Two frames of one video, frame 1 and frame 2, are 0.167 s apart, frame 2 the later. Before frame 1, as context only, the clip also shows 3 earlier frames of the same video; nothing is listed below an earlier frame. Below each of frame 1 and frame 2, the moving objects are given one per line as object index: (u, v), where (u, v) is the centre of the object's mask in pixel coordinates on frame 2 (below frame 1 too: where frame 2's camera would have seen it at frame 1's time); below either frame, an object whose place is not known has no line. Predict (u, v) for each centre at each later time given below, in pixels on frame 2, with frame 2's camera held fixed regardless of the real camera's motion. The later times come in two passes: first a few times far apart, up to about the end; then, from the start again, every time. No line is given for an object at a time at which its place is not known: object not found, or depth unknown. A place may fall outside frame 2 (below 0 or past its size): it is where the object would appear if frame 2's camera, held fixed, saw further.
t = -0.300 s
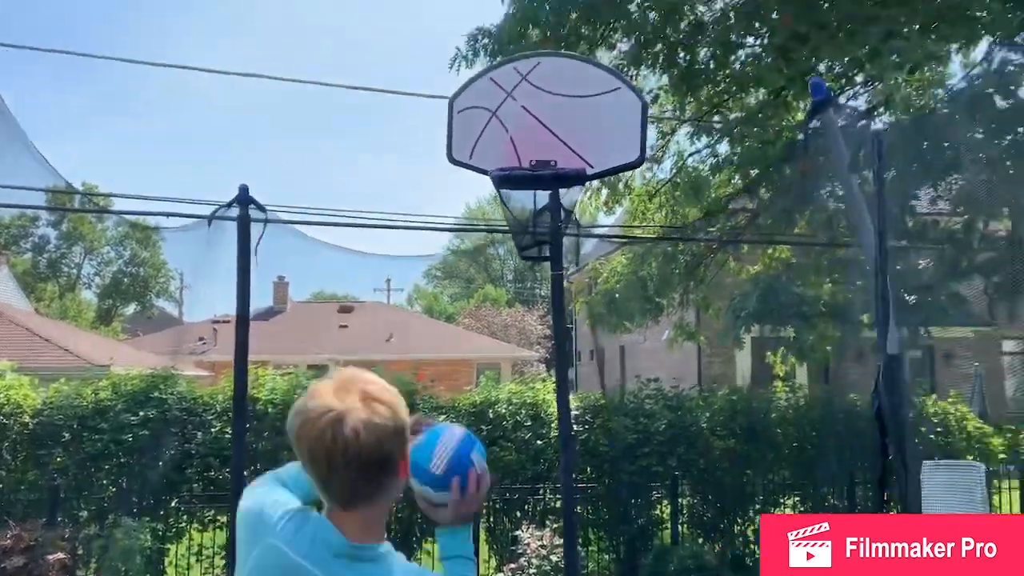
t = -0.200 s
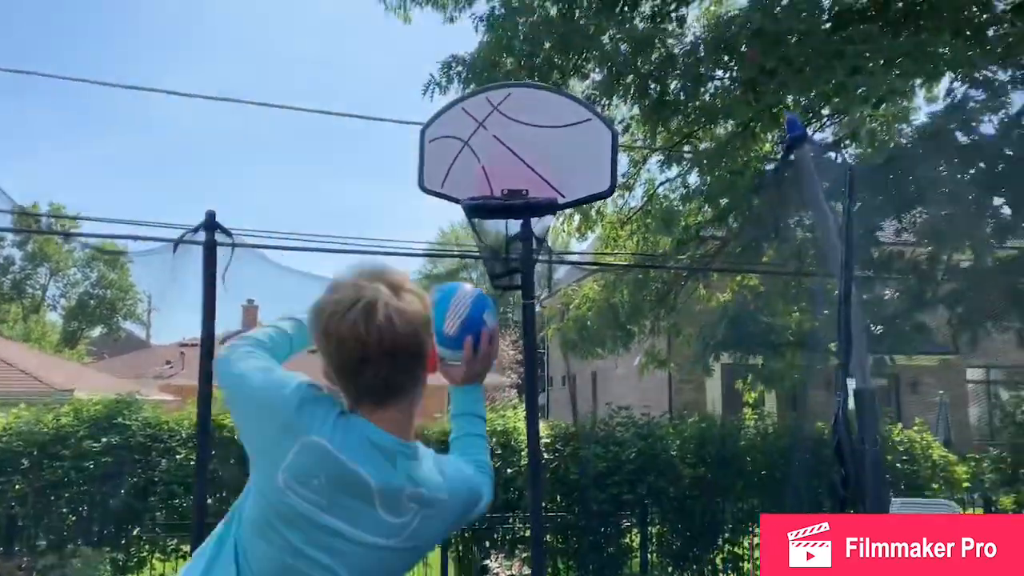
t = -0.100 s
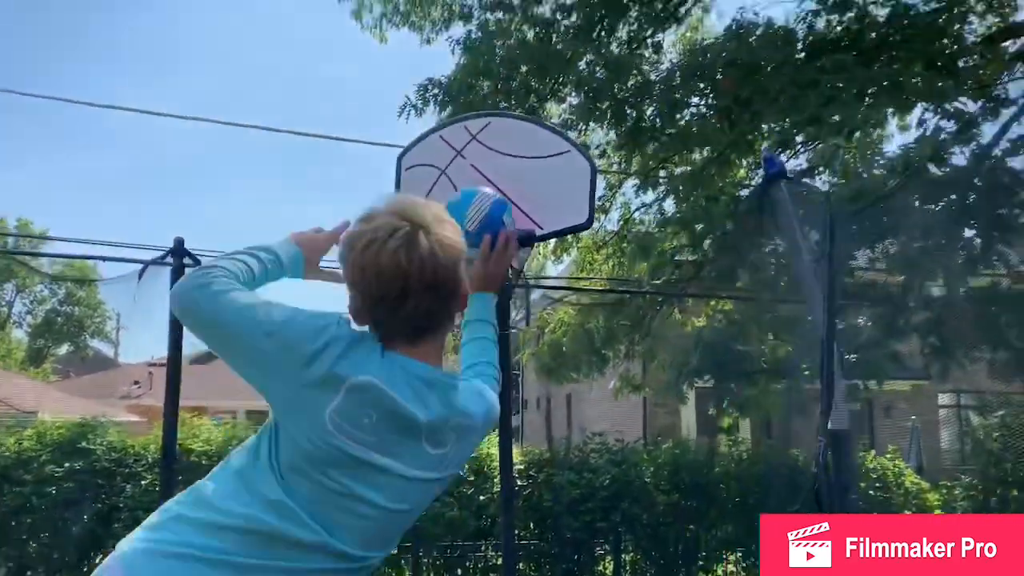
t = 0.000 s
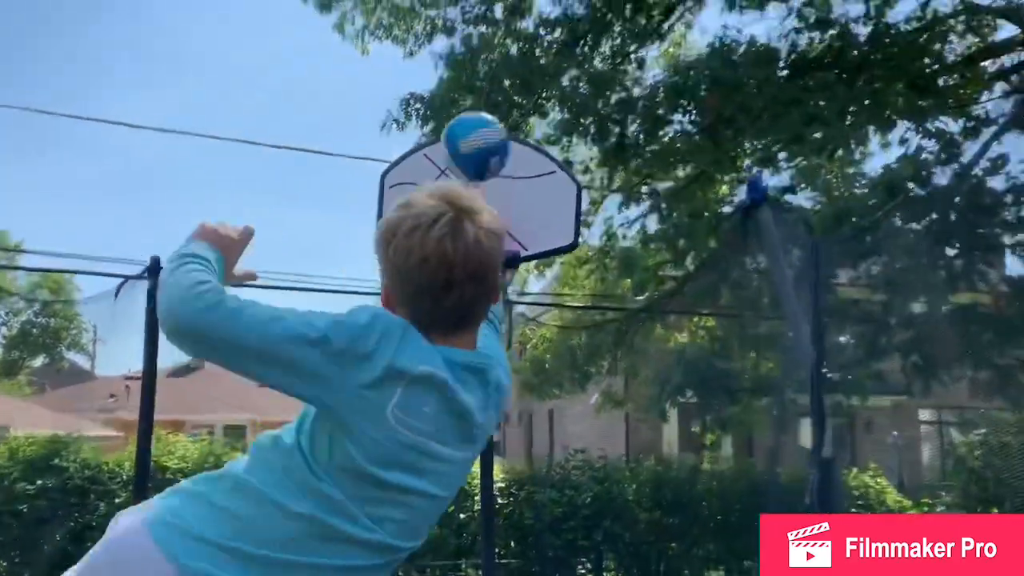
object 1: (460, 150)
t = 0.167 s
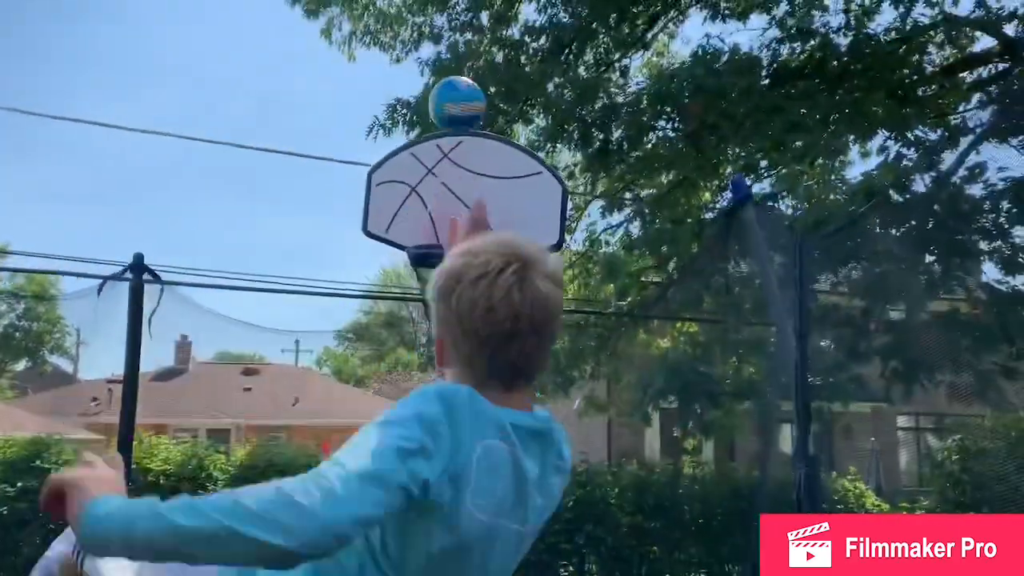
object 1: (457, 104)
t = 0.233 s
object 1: (455, 114)
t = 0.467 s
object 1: (452, 233)
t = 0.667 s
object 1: (463, 308)
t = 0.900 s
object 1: (437, 348)
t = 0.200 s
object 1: (456, 106)
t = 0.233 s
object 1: (455, 114)
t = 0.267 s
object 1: (454, 124)
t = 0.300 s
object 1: (454, 137)
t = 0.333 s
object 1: (452, 155)
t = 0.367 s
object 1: (451, 173)
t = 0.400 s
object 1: (449, 195)
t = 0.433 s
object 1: (448, 219)
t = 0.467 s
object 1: (452, 233)
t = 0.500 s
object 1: (462, 239)
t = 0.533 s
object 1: (475, 276)
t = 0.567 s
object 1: (484, 285)
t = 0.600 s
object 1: (478, 300)
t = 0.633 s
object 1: (471, 302)
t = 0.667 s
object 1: (463, 308)
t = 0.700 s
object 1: (452, 313)
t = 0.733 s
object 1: (442, 314)
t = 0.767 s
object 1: (438, 314)
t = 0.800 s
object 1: (438, 312)
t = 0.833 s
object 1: (435, 322)
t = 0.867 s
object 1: (437, 330)
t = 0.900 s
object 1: (437, 348)
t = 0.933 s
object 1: (437, 363)
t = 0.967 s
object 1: (437, 384)
